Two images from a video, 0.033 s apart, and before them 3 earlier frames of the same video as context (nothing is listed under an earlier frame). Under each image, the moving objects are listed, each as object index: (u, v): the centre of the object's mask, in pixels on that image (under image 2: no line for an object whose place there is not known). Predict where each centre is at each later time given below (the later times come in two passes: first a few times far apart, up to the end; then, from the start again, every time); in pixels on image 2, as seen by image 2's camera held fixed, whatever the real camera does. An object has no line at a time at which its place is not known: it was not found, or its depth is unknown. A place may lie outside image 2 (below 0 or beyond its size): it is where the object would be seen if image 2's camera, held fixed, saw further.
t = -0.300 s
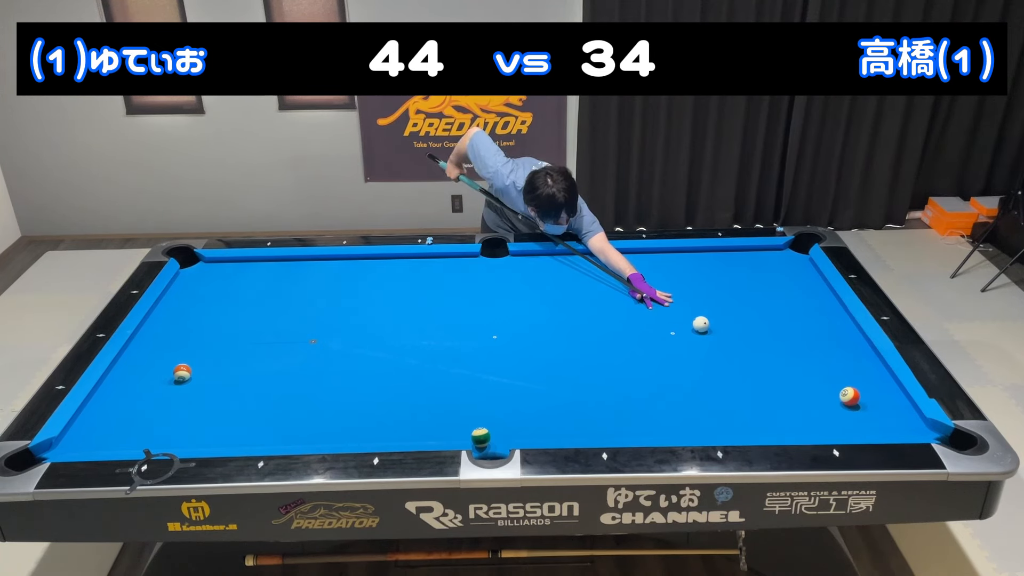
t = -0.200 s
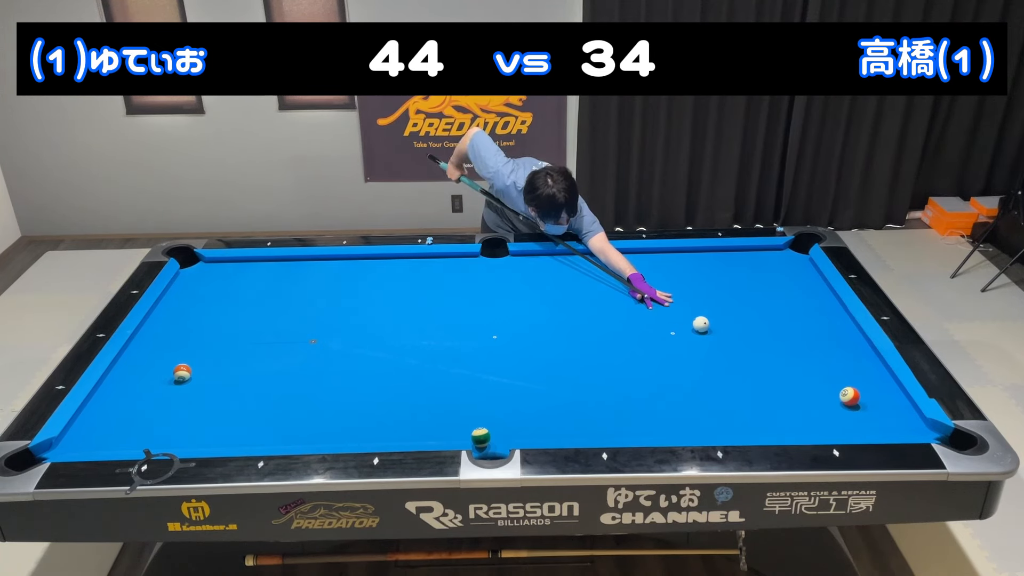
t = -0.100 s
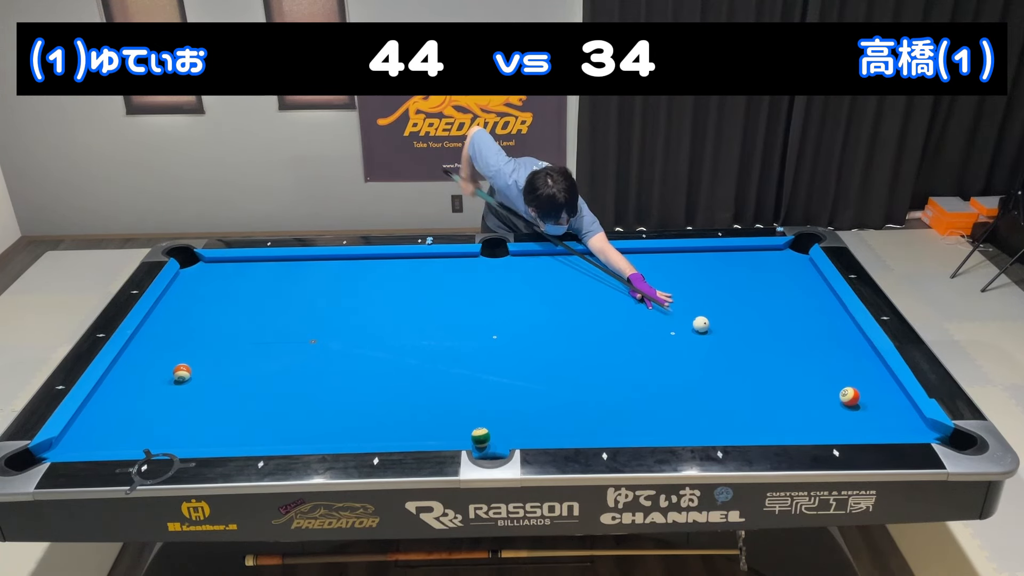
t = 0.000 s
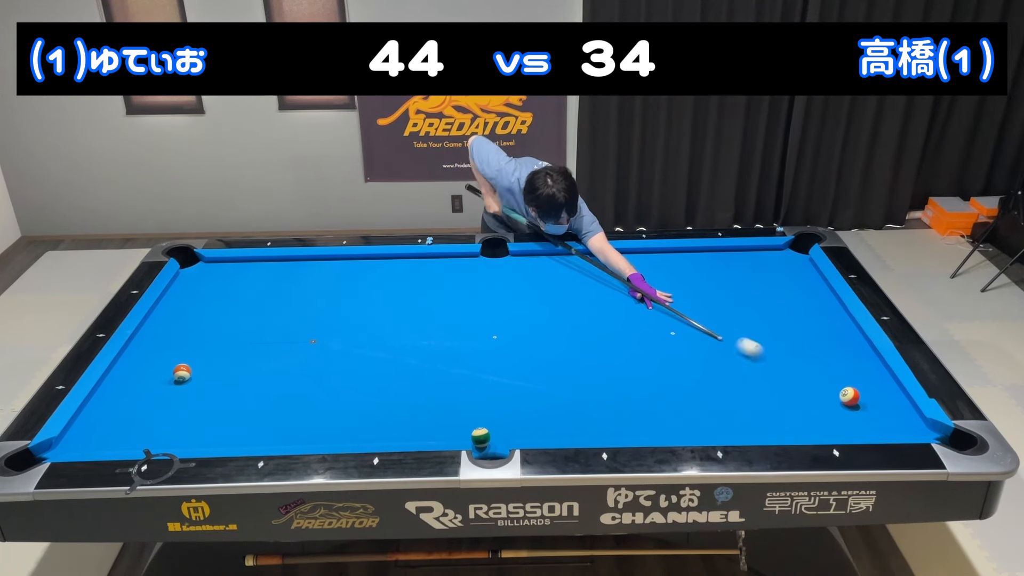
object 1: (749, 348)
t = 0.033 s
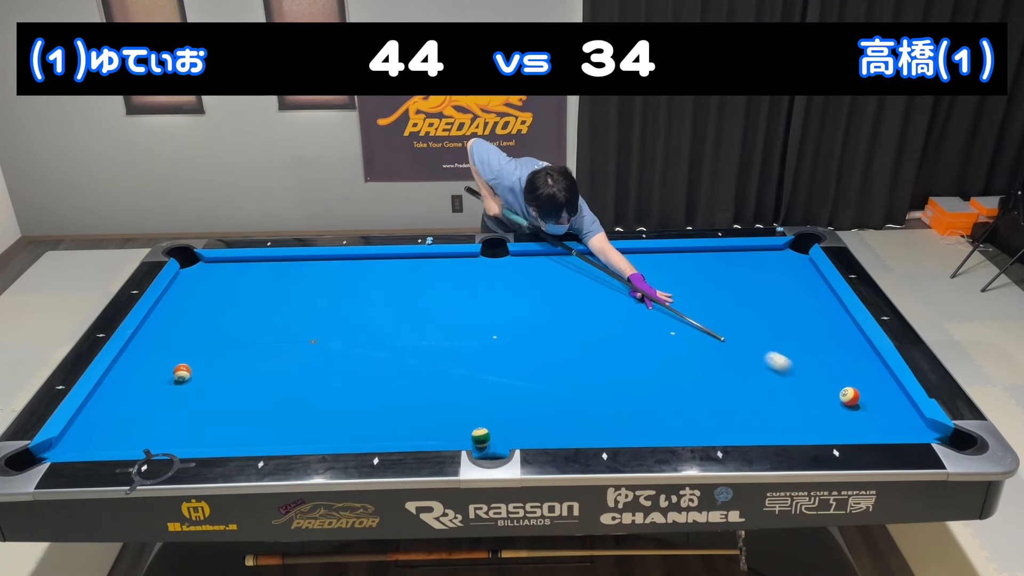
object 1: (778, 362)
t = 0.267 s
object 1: (815, 392)
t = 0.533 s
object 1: (773, 384)
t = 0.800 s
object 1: (735, 375)
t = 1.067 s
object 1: (699, 367)
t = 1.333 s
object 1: (667, 360)
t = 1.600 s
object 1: (636, 353)
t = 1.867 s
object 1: (609, 348)
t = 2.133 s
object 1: (583, 342)
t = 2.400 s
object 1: (559, 337)
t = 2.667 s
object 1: (538, 332)
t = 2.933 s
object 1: (519, 328)
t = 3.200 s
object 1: (501, 324)
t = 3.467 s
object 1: (484, 320)
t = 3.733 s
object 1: (469, 317)
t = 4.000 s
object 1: (456, 314)
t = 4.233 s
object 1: (445, 312)
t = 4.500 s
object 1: (434, 310)
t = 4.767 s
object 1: (425, 308)
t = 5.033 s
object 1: (417, 306)
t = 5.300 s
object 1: (410, 305)
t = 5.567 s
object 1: (404, 303)
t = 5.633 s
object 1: (403, 303)
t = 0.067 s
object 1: (807, 377)
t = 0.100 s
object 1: (831, 389)
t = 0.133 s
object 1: (830, 391)
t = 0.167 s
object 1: (827, 392)
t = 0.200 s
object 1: (824, 393)
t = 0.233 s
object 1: (820, 393)
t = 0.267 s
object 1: (815, 392)
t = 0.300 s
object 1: (810, 391)
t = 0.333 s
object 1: (805, 390)
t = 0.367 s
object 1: (800, 389)
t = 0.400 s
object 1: (794, 388)
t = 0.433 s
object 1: (789, 387)
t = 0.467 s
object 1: (784, 386)
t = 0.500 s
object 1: (779, 384)
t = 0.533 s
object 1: (773, 384)
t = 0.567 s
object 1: (768, 382)
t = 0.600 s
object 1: (764, 381)
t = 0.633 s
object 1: (759, 380)
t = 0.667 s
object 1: (754, 379)
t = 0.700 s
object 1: (749, 378)
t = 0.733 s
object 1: (744, 377)
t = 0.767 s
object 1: (739, 376)
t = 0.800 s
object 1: (735, 375)
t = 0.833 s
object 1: (730, 374)
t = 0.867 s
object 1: (726, 373)
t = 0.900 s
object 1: (721, 372)
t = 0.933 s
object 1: (717, 371)
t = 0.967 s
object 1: (712, 370)
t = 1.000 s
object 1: (708, 369)
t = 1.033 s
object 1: (703, 368)
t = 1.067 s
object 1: (699, 367)
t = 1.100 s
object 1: (695, 366)
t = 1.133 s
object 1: (691, 365)
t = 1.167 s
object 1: (687, 365)
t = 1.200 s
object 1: (682, 364)
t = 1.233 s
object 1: (678, 363)
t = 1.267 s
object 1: (674, 362)
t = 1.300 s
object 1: (670, 361)
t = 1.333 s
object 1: (667, 360)
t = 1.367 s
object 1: (663, 359)
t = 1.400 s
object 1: (659, 358)
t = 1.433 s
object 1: (655, 358)
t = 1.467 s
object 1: (651, 357)
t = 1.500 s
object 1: (647, 356)
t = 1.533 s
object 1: (644, 355)
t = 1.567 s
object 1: (640, 354)
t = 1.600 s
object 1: (636, 353)
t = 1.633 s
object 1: (633, 353)
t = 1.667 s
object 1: (629, 352)
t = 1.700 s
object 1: (626, 351)
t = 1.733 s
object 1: (622, 350)
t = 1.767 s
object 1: (619, 350)
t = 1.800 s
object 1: (615, 349)
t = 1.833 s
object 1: (612, 348)
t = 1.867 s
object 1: (609, 348)
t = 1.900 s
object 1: (605, 347)
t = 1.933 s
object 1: (602, 346)
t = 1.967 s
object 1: (599, 345)
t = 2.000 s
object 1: (596, 345)
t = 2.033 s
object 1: (593, 344)
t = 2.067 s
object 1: (589, 343)
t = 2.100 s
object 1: (586, 343)
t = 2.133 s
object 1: (583, 342)
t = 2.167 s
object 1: (580, 341)
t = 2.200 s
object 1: (577, 341)
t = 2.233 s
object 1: (574, 340)
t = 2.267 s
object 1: (571, 339)
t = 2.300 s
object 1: (568, 339)
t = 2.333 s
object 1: (565, 338)
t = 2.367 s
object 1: (562, 338)
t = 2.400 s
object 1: (559, 337)
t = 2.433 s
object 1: (557, 336)
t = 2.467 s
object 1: (554, 336)
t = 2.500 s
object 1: (551, 335)
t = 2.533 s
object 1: (549, 334)
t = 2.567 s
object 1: (546, 334)
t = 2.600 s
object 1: (543, 333)
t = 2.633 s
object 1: (541, 333)
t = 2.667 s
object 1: (538, 332)
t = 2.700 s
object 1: (536, 332)
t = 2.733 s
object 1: (533, 331)
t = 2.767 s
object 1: (531, 330)
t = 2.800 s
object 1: (528, 330)
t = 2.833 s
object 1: (526, 329)
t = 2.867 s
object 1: (523, 329)
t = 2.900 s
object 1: (521, 328)
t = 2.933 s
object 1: (519, 328)
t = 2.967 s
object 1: (516, 327)
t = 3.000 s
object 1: (514, 327)
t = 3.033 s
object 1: (512, 326)
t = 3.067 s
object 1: (509, 326)
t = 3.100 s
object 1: (507, 325)
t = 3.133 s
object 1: (505, 325)
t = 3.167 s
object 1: (503, 324)
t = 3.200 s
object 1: (501, 324)
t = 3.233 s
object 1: (498, 323)
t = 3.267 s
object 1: (496, 323)
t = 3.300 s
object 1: (494, 322)
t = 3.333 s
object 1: (492, 322)
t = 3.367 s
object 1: (490, 322)
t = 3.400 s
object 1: (488, 321)
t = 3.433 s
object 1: (486, 321)
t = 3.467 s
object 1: (484, 320)
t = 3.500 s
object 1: (482, 320)
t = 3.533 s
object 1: (480, 319)
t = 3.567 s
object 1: (478, 319)
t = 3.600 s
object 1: (477, 319)
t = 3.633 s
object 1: (475, 318)
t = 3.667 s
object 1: (473, 318)
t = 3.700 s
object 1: (471, 318)
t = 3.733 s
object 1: (469, 317)
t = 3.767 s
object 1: (467, 317)
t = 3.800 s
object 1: (466, 316)
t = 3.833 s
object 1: (464, 316)
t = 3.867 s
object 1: (462, 316)
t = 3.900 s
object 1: (461, 315)
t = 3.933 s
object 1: (459, 315)
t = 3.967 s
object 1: (457, 315)
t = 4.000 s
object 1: (456, 314)
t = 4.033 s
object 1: (454, 314)
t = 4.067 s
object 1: (453, 314)
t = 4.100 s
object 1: (451, 313)
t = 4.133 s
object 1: (449, 313)
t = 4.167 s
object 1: (448, 313)
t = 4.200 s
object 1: (446, 312)
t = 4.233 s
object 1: (445, 312)
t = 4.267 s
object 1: (444, 312)
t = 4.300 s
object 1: (442, 311)
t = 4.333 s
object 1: (441, 311)
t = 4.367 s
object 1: (439, 311)
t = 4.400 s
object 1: (438, 311)
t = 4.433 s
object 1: (437, 310)
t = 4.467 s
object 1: (436, 310)
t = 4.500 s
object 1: (434, 310)
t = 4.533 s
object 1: (433, 310)
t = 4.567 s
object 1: (432, 309)
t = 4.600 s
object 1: (431, 309)
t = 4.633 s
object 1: (429, 309)
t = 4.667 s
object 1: (428, 309)
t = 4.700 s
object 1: (427, 308)
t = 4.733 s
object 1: (426, 308)
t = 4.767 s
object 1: (425, 308)
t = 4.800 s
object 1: (424, 308)
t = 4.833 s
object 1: (423, 307)
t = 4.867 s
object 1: (422, 307)
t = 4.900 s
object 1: (421, 307)
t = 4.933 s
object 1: (419, 307)
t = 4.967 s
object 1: (418, 306)
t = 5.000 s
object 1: (418, 306)
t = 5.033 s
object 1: (417, 306)
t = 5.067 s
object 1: (416, 306)
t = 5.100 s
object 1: (415, 306)
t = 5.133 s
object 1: (414, 305)
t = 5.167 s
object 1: (413, 305)
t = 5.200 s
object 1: (412, 305)
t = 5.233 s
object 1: (411, 305)
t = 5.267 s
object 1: (410, 305)
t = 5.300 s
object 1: (410, 305)
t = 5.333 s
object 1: (409, 304)
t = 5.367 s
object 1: (408, 304)
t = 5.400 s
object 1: (407, 304)
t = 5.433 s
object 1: (407, 304)
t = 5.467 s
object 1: (406, 304)
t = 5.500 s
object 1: (405, 304)
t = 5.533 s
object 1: (405, 304)
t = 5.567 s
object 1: (404, 303)
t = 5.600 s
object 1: (403, 303)
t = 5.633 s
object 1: (403, 303)
